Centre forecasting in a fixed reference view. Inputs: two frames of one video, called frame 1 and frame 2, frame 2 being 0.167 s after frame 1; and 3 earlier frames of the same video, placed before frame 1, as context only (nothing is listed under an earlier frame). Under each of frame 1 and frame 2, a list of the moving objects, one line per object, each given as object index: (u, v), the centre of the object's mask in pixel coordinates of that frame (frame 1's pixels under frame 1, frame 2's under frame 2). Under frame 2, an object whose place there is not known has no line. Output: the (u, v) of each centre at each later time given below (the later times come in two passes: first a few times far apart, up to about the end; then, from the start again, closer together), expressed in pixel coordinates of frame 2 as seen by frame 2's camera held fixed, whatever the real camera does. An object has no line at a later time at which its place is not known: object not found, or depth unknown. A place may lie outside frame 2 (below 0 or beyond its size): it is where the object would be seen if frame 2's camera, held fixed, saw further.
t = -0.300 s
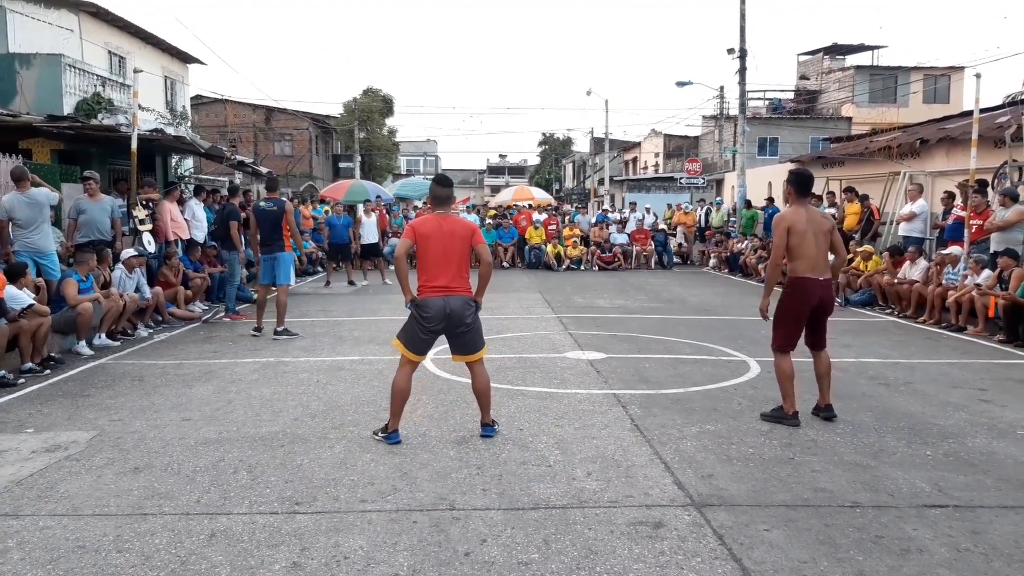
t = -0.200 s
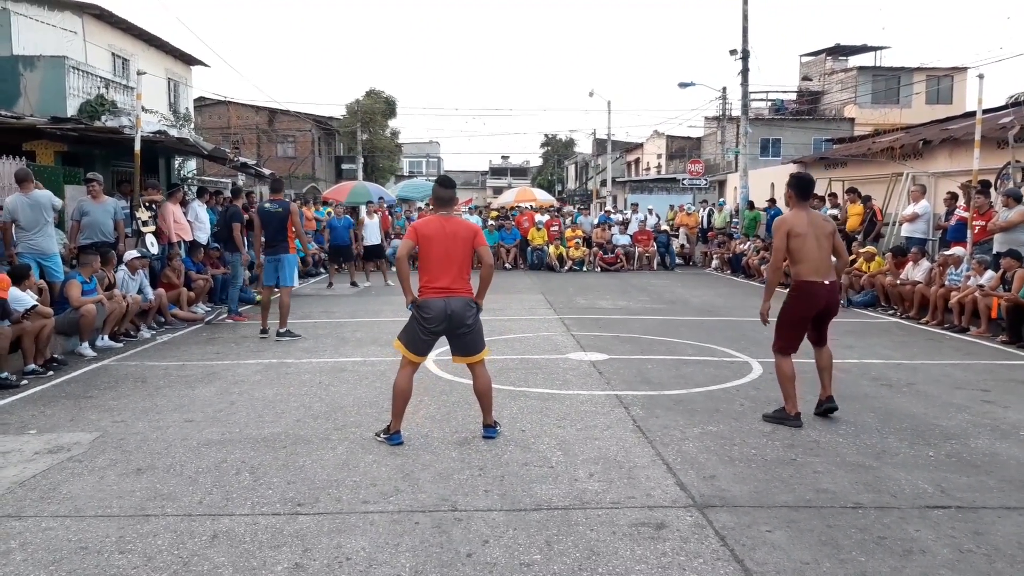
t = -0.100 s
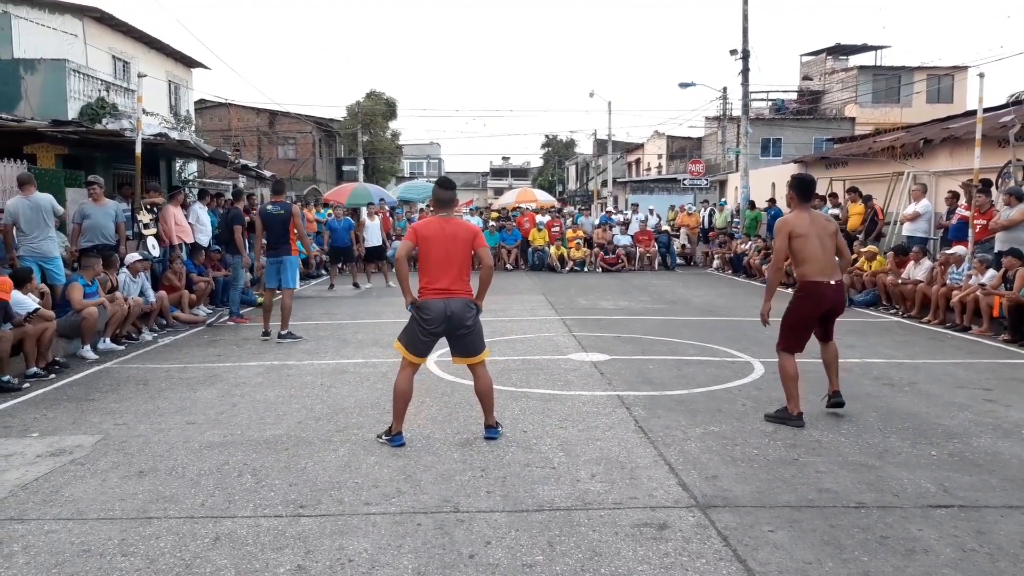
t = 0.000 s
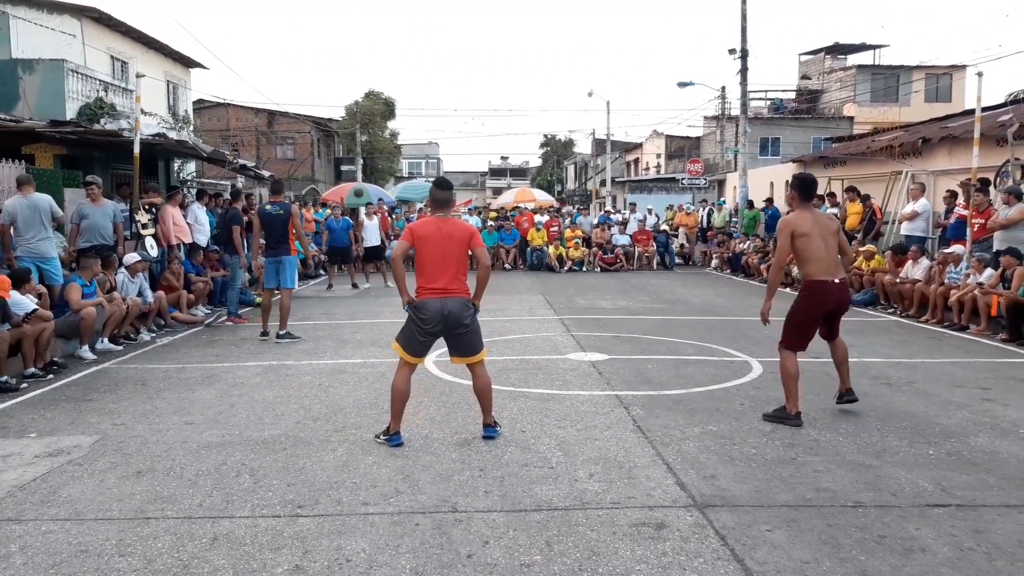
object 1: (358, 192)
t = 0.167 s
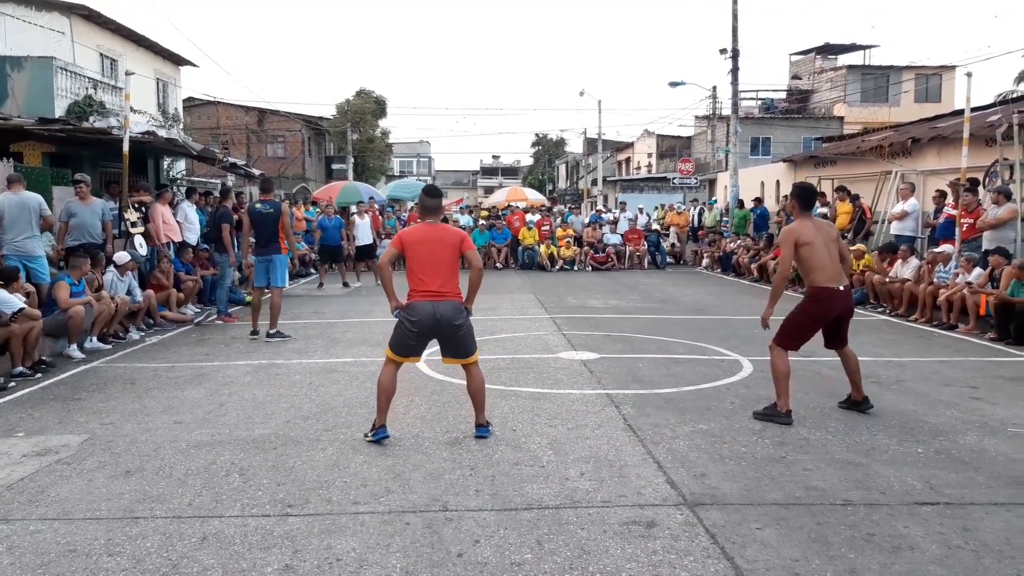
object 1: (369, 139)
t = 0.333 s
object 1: (400, 89)
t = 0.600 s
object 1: (477, 29)
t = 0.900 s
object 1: (644, 24)
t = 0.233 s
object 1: (382, 116)
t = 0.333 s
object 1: (400, 89)
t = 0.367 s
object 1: (407, 79)
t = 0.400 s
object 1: (415, 71)
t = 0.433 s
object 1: (424, 63)
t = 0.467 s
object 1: (433, 55)
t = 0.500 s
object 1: (442, 47)
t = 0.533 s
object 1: (453, 40)
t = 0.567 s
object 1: (465, 34)
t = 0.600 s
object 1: (477, 29)
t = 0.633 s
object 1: (490, 24)
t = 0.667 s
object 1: (504, 20)
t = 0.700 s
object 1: (519, 16)
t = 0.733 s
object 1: (535, 14)
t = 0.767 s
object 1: (553, 13)
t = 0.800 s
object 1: (573, 13)
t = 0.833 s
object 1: (595, 16)
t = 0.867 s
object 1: (618, 19)
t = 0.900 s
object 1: (644, 24)
